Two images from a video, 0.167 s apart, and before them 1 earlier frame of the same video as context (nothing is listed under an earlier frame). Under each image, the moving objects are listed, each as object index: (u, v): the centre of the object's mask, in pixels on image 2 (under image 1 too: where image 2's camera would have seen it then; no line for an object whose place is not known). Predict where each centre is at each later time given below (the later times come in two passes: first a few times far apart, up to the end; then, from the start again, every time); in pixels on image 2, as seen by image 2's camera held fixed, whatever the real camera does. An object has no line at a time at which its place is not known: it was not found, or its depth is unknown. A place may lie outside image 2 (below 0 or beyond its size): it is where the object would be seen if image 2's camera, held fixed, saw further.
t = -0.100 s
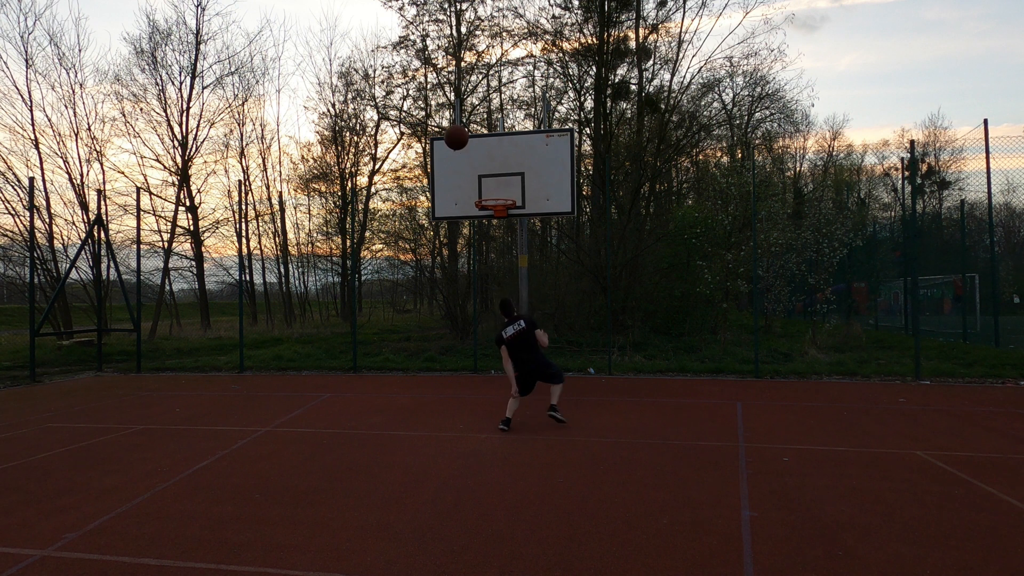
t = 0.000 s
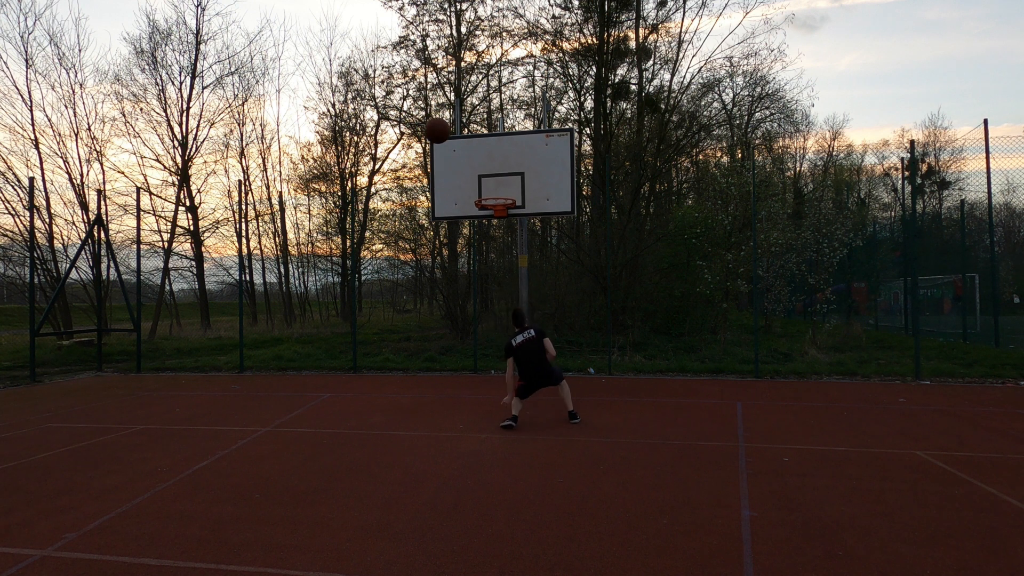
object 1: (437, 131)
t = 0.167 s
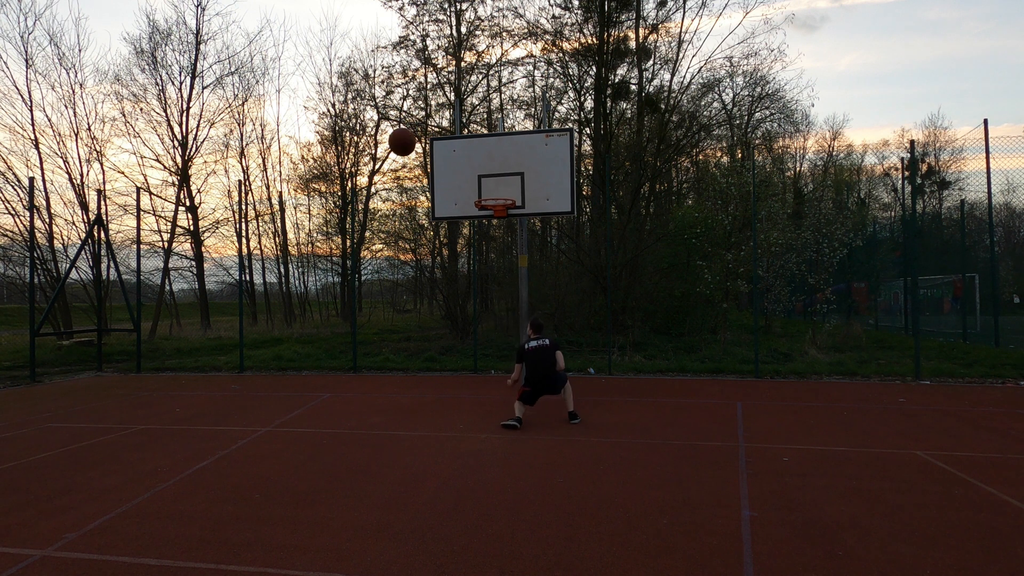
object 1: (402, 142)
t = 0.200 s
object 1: (394, 148)
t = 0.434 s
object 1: (333, 239)
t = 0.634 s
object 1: (267, 401)
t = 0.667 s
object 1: (255, 436)
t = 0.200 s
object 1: (394, 148)
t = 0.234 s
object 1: (386, 156)
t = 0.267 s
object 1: (378, 165)
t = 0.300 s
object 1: (370, 176)
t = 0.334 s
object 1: (361, 189)
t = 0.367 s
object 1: (353, 204)
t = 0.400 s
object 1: (343, 220)
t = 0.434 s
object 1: (333, 239)
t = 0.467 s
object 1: (323, 259)
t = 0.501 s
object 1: (312, 282)
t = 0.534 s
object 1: (302, 308)
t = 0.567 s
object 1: (291, 335)
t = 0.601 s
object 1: (279, 366)
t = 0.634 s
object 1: (267, 401)
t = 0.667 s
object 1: (255, 436)
